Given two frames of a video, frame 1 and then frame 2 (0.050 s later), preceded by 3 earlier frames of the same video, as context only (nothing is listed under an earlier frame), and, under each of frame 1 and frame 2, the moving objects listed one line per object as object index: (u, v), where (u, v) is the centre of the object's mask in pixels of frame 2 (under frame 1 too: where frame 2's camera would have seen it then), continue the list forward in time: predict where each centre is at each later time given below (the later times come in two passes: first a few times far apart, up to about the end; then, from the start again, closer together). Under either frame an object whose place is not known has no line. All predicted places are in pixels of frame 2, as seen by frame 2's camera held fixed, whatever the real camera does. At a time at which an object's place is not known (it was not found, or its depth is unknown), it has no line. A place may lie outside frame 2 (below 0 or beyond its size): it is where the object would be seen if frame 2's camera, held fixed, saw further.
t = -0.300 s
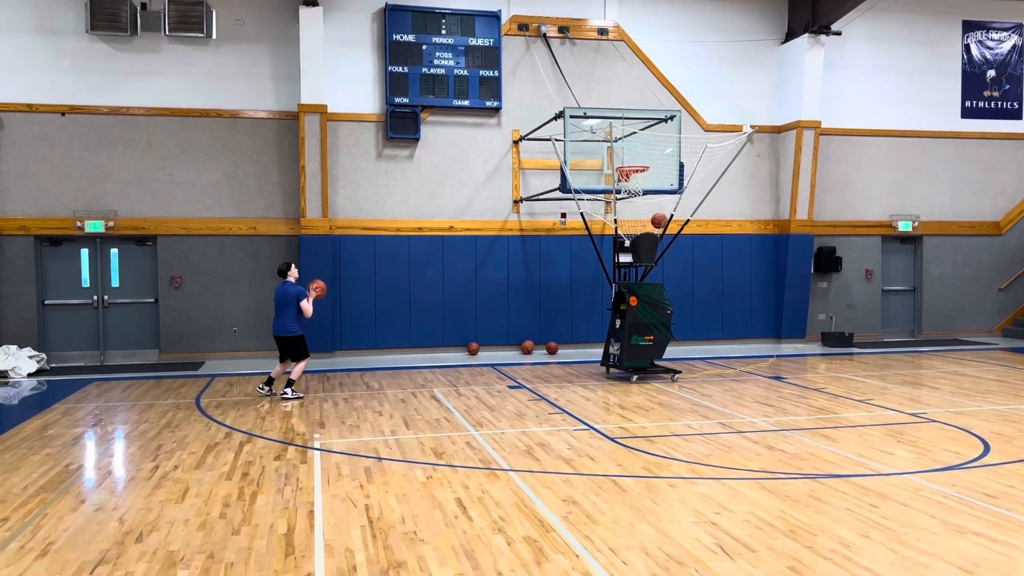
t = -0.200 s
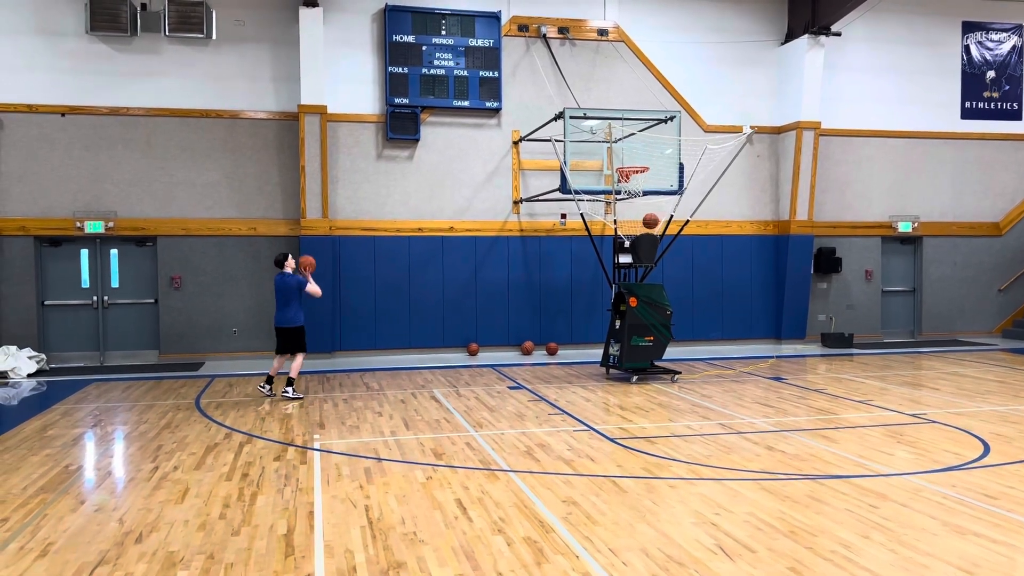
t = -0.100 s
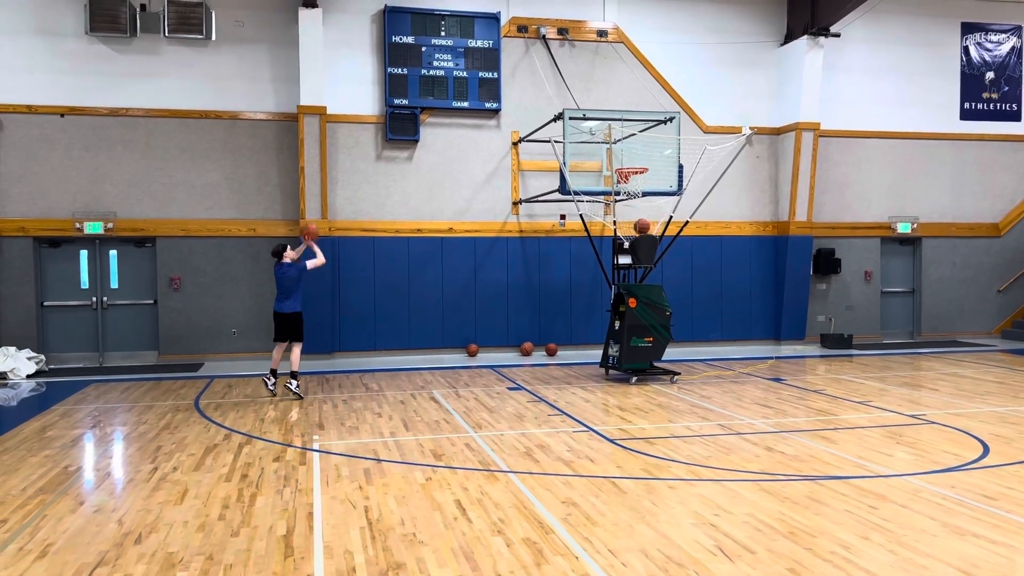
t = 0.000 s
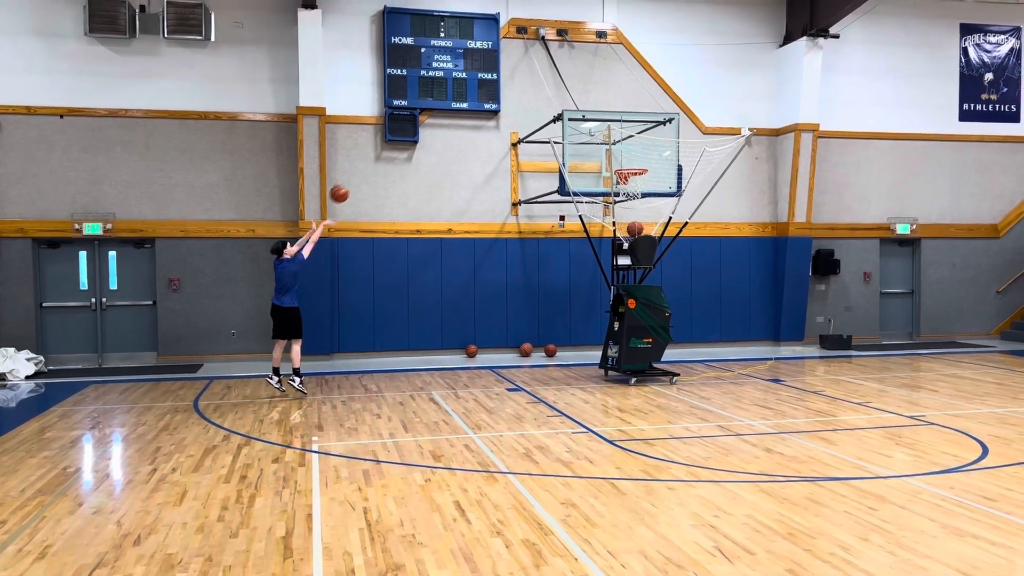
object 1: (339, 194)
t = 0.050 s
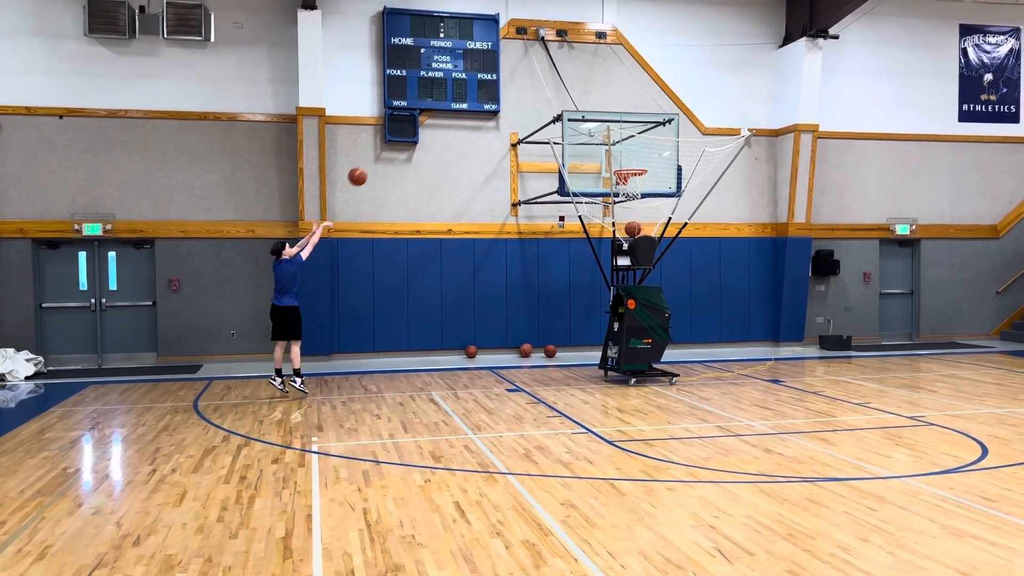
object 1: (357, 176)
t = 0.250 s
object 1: (430, 127)
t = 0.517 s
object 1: (519, 111)
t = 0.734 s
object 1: (587, 133)
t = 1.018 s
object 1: (640, 193)
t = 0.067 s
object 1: (363, 171)
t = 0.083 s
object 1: (370, 166)
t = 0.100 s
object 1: (376, 161)
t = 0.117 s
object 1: (382, 156)
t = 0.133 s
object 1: (388, 152)
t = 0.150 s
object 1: (394, 148)
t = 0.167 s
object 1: (401, 144)
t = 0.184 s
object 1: (406, 140)
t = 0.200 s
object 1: (412, 137)
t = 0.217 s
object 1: (418, 133)
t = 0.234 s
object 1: (424, 131)
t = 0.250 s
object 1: (430, 127)
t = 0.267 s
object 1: (436, 125)
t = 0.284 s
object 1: (441, 122)
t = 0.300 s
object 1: (447, 120)
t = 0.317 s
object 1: (452, 118)
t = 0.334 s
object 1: (458, 116)
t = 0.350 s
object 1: (464, 115)
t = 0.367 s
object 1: (470, 114)
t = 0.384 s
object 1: (475, 112)
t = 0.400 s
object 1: (481, 111)
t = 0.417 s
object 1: (487, 111)
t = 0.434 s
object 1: (492, 110)
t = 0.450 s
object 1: (498, 110)
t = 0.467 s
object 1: (503, 110)
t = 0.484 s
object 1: (508, 110)
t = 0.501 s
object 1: (514, 110)
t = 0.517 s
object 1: (519, 111)
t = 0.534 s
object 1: (524, 112)
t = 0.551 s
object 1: (530, 112)
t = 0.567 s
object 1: (535, 113)
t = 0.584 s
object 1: (540, 114)
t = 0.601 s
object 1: (545, 116)
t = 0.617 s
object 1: (551, 118)
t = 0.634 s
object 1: (556, 119)
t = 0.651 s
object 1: (561, 121)
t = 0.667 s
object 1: (566, 123)
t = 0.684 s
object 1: (571, 125)
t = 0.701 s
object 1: (577, 128)
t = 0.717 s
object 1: (582, 131)
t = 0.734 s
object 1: (587, 133)
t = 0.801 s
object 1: (606, 148)
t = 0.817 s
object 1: (611, 150)
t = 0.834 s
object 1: (617, 155)
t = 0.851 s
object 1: (621, 158)
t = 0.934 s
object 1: (640, 180)
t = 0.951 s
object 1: (641, 183)
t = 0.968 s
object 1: (641, 188)
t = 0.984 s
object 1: (641, 190)
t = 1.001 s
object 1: (640, 191)
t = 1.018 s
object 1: (640, 193)
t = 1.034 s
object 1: (639, 194)
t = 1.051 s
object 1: (639, 196)
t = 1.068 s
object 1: (638, 198)
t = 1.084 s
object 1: (637, 201)
